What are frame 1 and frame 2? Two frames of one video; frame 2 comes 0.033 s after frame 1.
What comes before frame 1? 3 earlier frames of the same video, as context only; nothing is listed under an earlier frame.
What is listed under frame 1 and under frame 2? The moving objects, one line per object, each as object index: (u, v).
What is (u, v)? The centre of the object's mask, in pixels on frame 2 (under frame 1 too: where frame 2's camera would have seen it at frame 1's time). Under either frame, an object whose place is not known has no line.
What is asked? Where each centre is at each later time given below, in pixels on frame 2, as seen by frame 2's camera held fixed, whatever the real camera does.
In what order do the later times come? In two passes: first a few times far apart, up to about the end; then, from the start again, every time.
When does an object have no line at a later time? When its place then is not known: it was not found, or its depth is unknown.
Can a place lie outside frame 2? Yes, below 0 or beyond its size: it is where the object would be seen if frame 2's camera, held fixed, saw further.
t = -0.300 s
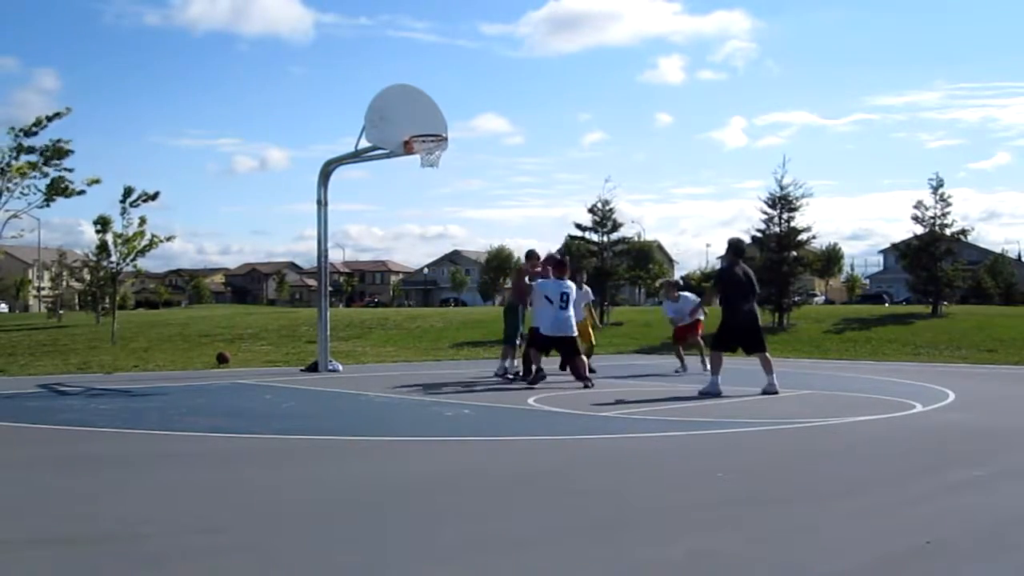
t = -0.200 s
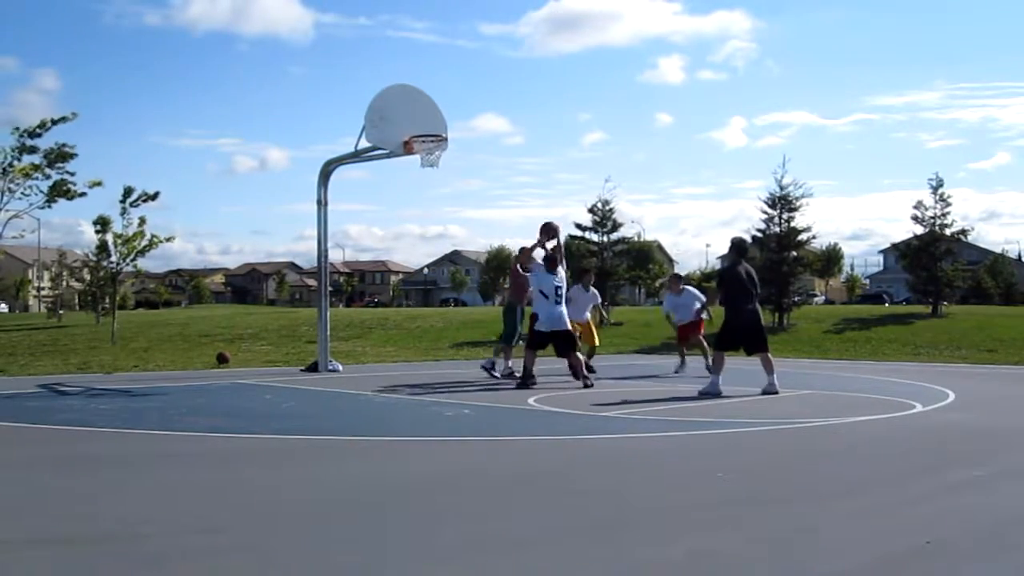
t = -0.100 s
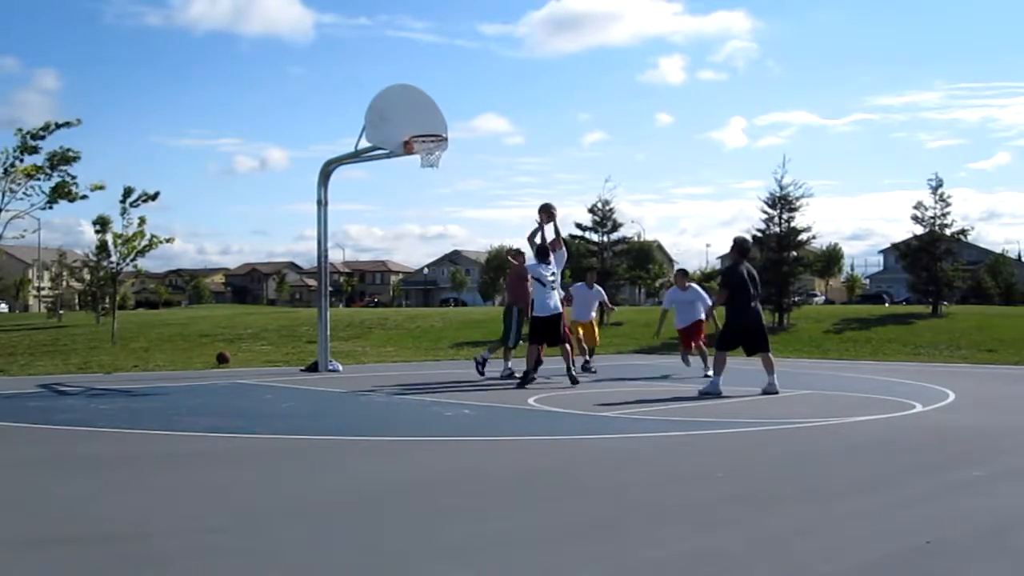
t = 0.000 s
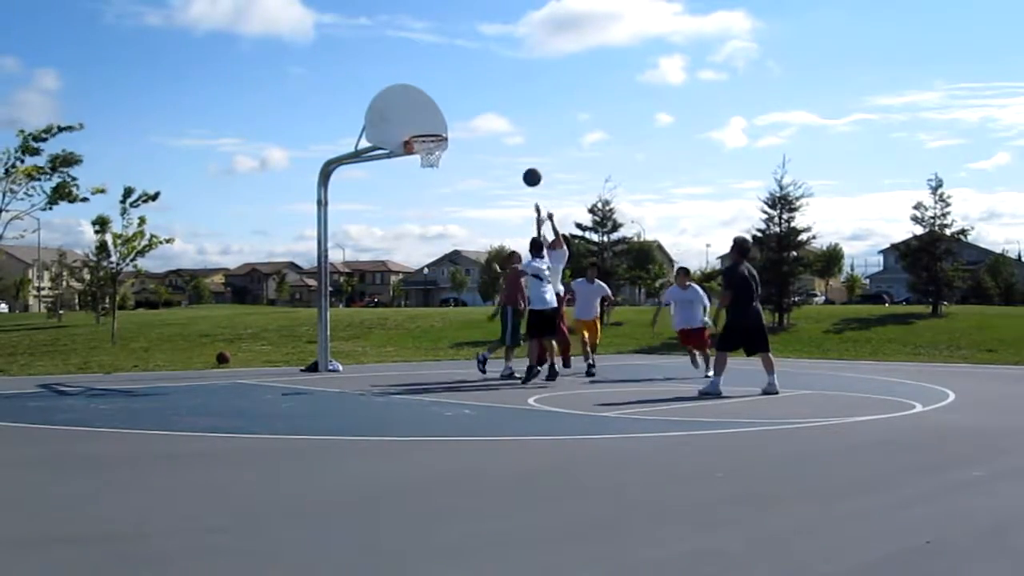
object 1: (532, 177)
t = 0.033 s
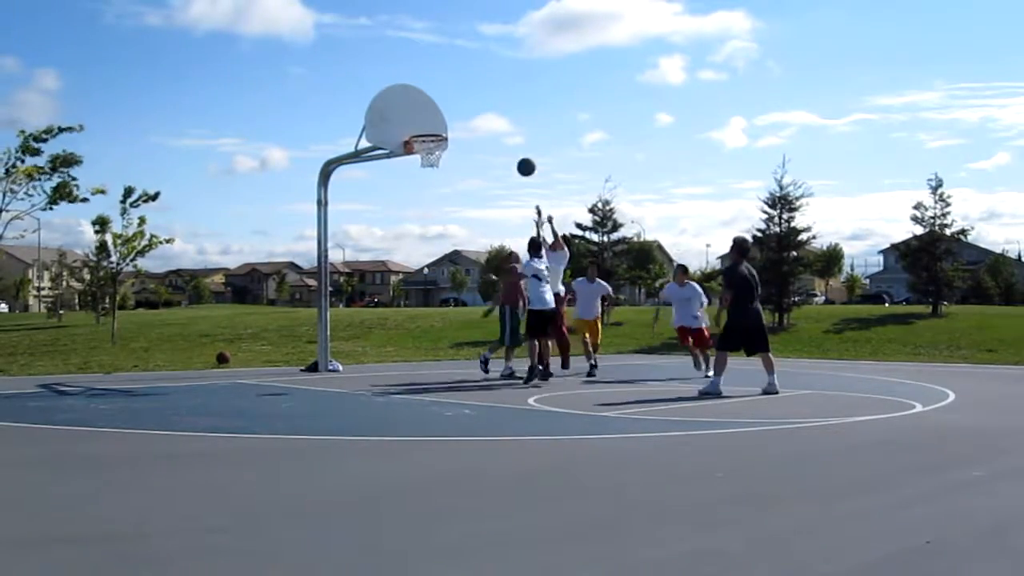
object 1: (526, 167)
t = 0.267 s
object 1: (486, 121)
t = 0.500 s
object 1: (451, 118)
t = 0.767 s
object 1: (419, 135)
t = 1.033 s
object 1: (429, 153)
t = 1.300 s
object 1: (427, 162)
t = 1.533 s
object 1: (427, 180)
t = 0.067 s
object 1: (520, 157)
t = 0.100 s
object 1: (514, 149)
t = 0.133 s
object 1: (508, 142)
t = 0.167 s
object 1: (502, 135)
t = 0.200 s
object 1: (497, 129)
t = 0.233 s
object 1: (491, 125)
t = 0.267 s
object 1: (486, 121)
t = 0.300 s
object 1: (481, 118)
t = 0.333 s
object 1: (475, 116)
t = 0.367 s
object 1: (470, 114)
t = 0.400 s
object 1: (465, 114)
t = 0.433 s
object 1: (460, 114)
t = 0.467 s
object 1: (455, 116)
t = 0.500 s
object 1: (451, 118)
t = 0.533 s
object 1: (446, 121)
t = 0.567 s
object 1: (441, 125)
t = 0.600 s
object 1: (437, 131)
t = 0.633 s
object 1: (434, 130)
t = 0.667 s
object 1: (430, 130)
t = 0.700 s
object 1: (427, 131)
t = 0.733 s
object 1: (423, 132)
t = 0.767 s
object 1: (419, 135)
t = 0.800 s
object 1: (419, 135)
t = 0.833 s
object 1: (420, 136)
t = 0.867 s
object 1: (421, 138)
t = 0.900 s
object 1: (423, 141)
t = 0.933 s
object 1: (424, 144)
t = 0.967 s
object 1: (426, 146)
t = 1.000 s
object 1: (428, 149)
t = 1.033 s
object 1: (429, 153)
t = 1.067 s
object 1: (430, 156)
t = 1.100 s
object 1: (431, 157)
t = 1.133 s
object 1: (432, 160)
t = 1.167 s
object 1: (431, 161)
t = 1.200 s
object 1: (430, 162)
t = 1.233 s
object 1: (429, 162)
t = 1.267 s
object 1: (428, 162)
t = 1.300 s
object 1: (427, 162)
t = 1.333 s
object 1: (426, 162)
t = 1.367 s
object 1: (426, 163)
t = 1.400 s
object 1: (426, 165)
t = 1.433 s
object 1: (426, 168)
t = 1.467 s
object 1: (426, 171)
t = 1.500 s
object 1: (427, 175)
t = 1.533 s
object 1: (427, 180)
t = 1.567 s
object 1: (428, 185)
